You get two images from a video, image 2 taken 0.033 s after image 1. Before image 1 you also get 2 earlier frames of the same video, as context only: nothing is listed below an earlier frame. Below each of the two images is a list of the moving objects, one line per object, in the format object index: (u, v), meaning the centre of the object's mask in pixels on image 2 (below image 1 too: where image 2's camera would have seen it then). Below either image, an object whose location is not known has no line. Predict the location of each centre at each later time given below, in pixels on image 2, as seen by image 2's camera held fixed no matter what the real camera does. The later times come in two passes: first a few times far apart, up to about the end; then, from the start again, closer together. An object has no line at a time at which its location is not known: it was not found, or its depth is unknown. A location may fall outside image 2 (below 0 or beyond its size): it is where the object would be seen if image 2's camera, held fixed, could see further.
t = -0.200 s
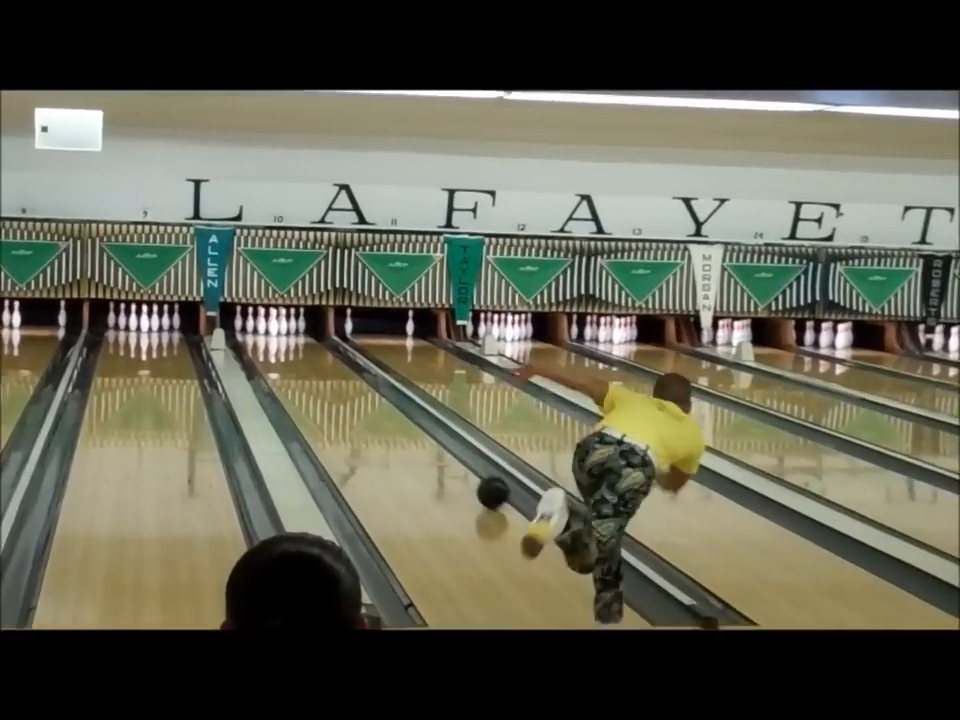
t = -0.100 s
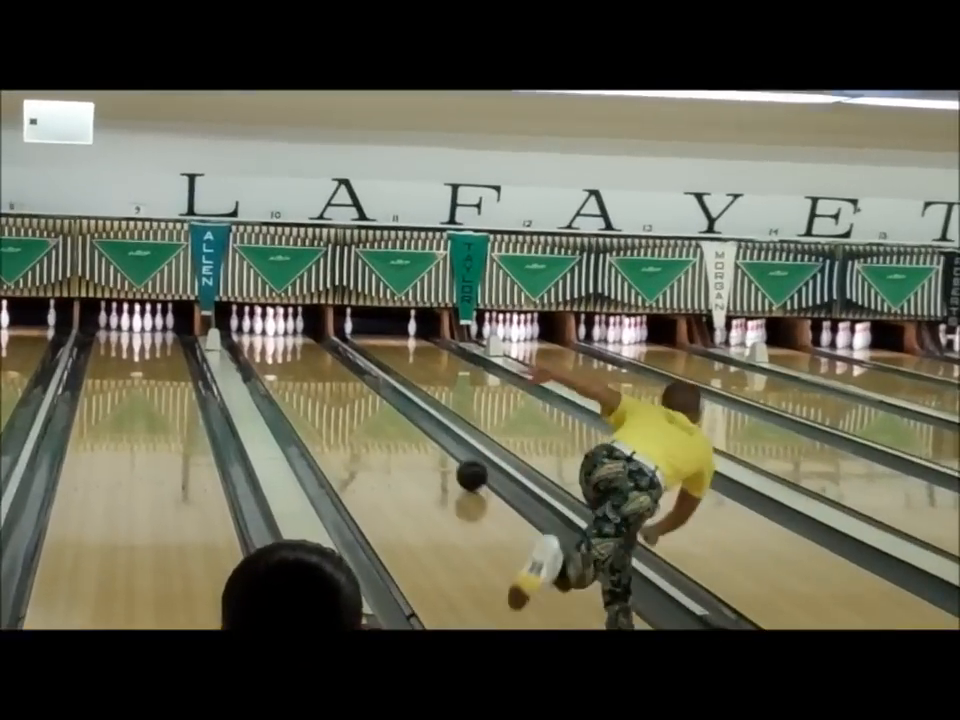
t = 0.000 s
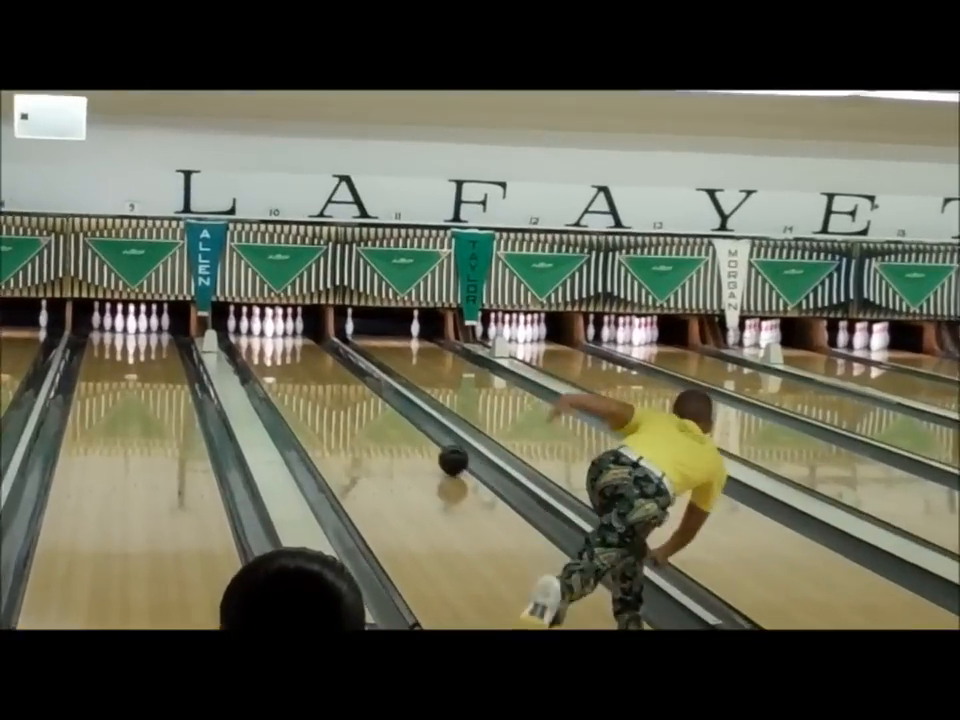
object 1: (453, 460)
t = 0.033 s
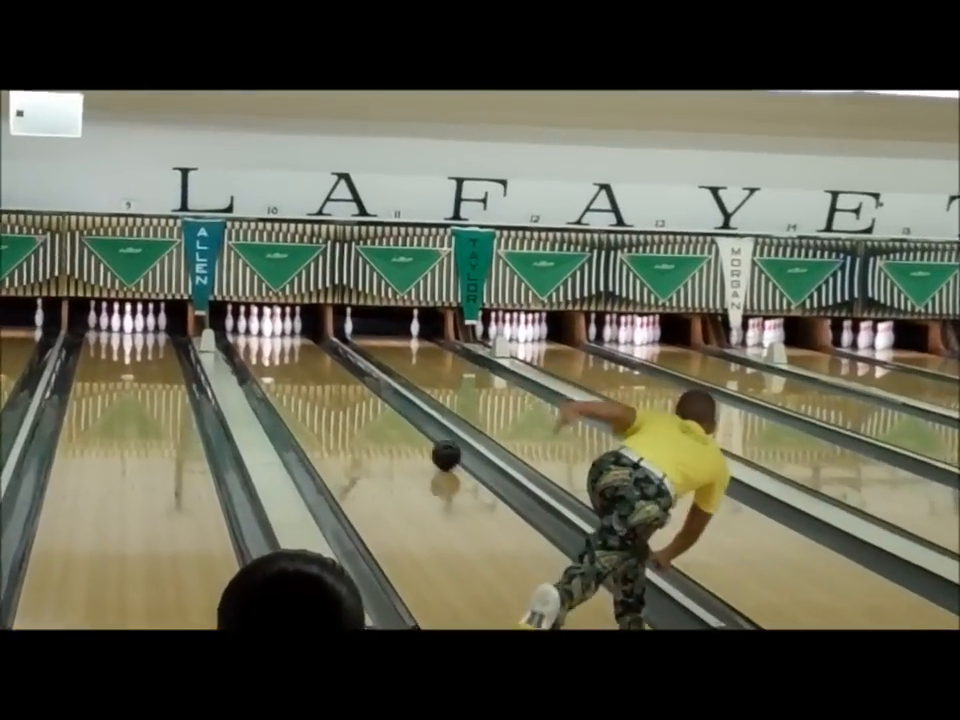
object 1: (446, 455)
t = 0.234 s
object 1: (407, 423)
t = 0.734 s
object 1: (337, 370)
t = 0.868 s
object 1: (324, 360)
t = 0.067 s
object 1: (439, 448)
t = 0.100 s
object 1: (432, 443)
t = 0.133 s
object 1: (425, 437)
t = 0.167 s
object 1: (419, 433)
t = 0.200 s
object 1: (413, 428)
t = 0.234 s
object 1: (407, 423)
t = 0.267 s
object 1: (401, 419)
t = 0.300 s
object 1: (396, 415)
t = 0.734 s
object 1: (337, 370)
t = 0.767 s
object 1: (334, 367)
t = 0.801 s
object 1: (331, 365)
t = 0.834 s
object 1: (327, 362)
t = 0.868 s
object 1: (324, 360)
